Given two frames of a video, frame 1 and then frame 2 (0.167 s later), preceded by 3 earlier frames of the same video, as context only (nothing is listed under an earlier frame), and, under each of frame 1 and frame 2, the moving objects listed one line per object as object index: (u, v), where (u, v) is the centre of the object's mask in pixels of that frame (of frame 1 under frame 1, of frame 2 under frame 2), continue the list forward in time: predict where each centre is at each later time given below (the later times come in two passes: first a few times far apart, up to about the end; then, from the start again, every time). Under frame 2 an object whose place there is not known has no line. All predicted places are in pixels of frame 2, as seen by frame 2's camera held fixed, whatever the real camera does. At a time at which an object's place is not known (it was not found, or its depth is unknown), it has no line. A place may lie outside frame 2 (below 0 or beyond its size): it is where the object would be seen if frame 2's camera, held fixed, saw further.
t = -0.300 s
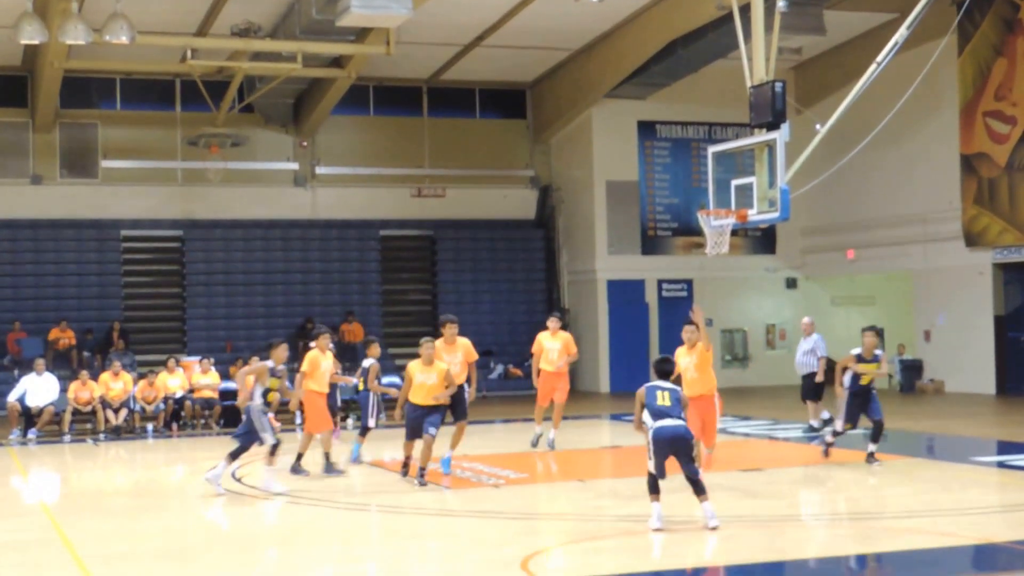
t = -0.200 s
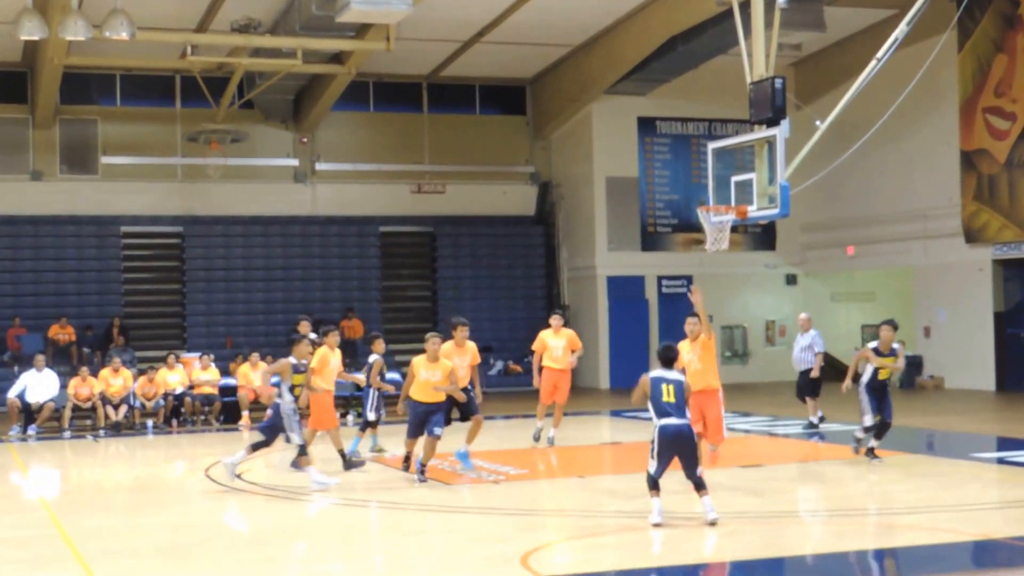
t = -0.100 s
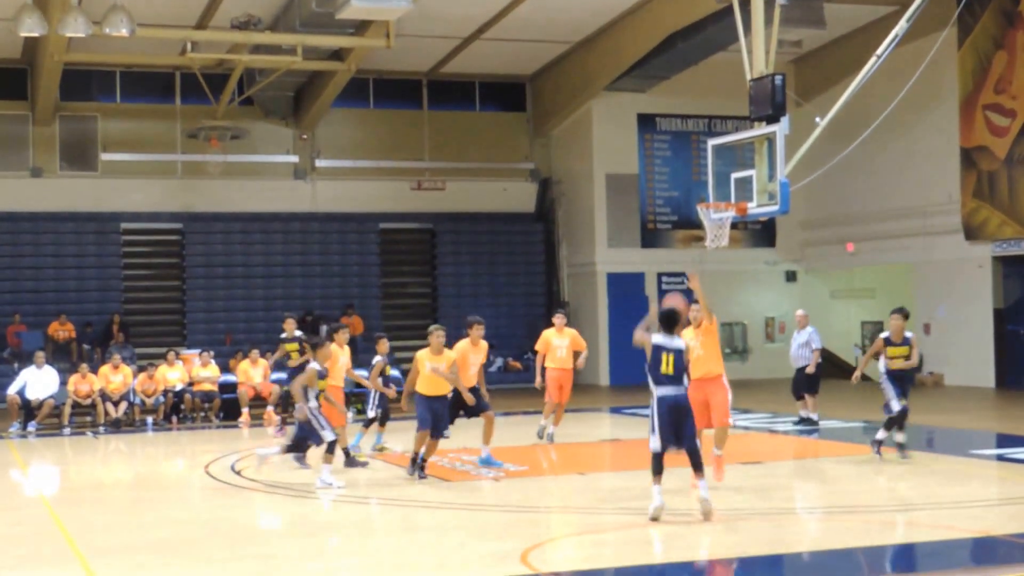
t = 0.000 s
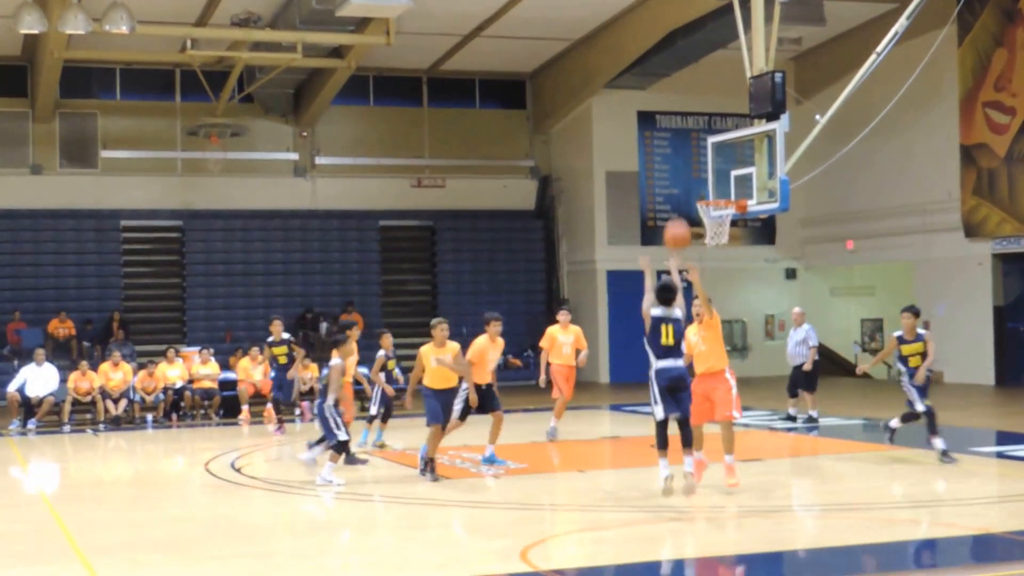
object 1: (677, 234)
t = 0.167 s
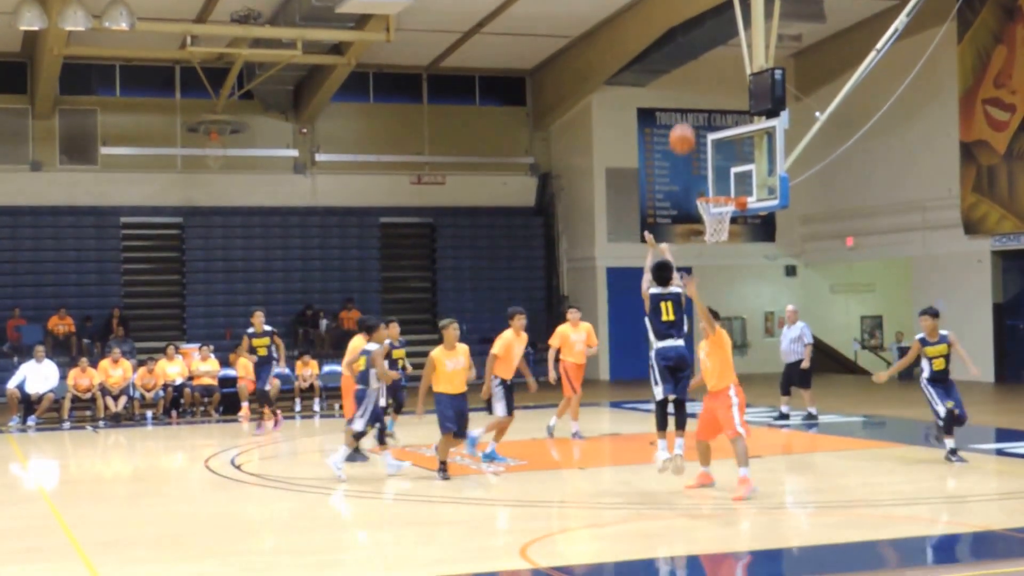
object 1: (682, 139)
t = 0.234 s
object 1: (683, 111)
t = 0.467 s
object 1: (690, 58)
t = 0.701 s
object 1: (697, 60)
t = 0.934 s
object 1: (705, 108)
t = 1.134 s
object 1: (714, 177)
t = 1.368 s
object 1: (715, 169)
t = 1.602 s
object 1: (716, 181)
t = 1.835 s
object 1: (719, 246)
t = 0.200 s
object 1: (683, 124)
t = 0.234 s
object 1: (683, 111)
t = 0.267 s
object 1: (684, 99)
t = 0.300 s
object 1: (686, 89)
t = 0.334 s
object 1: (687, 80)
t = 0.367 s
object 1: (688, 74)
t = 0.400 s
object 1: (689, 67)
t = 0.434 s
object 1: (689, 62)
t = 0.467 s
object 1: (690, 58)
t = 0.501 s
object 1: (692, 56)
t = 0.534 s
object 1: (692, 54)
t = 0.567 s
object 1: (694, 53)
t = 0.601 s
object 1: (694, 53)
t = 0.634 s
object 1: (695, 54)
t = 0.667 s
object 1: (696, 57)
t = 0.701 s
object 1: (697, 60)
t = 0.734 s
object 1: (699, 64)
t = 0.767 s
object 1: (699, 69)
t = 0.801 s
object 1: (700, 76)
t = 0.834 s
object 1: (701, 82)
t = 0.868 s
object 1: (703, 90)
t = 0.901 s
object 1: (704, 98)
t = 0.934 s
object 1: (705, 108)
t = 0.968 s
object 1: (707, 117)
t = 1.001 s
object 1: (707, 127)
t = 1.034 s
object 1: (709, 139)
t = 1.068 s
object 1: (711, 151)
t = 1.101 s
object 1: (712, 164)
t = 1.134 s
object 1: (714, 177)
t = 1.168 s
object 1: (715, 190)
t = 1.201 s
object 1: (715, 188)
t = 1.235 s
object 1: (715, 181)
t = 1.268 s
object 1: (715, 177)
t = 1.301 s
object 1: (715, 173)
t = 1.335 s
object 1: (714, 170)
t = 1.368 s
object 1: (715, 169)
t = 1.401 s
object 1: (715, 168)
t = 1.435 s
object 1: (715, 168)
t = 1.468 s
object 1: (715, 168)
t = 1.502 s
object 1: (715, 170)
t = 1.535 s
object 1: (715, 173)
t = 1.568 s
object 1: (716, 177)
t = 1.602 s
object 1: (716, 181)
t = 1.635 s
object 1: (716, 188)
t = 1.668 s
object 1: (717, 194)
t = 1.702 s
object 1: (717, 202)
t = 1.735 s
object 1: (717, 209)
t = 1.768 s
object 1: (718, 222)
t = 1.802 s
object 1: (719, 233)
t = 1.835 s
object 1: (719, 246)
